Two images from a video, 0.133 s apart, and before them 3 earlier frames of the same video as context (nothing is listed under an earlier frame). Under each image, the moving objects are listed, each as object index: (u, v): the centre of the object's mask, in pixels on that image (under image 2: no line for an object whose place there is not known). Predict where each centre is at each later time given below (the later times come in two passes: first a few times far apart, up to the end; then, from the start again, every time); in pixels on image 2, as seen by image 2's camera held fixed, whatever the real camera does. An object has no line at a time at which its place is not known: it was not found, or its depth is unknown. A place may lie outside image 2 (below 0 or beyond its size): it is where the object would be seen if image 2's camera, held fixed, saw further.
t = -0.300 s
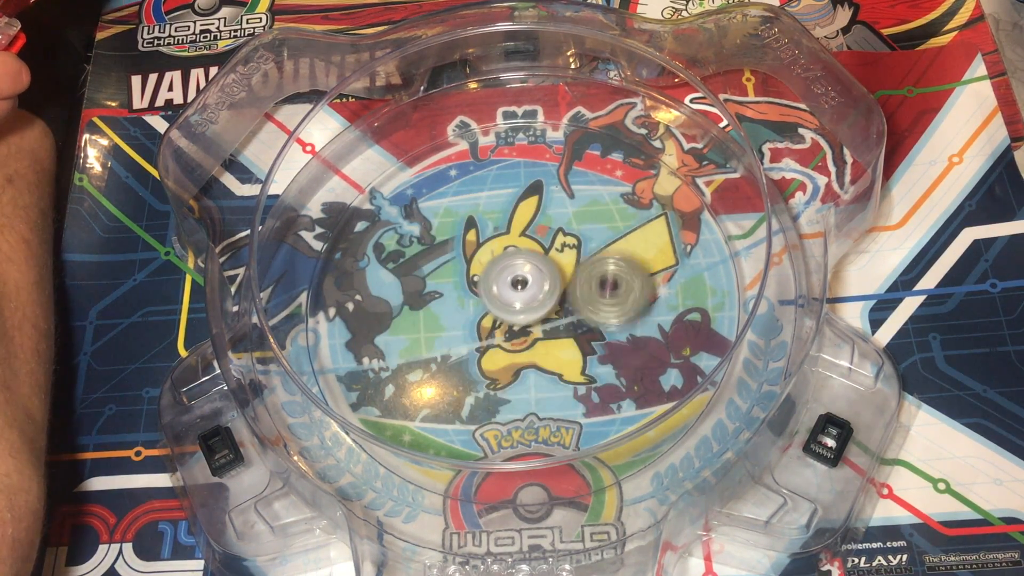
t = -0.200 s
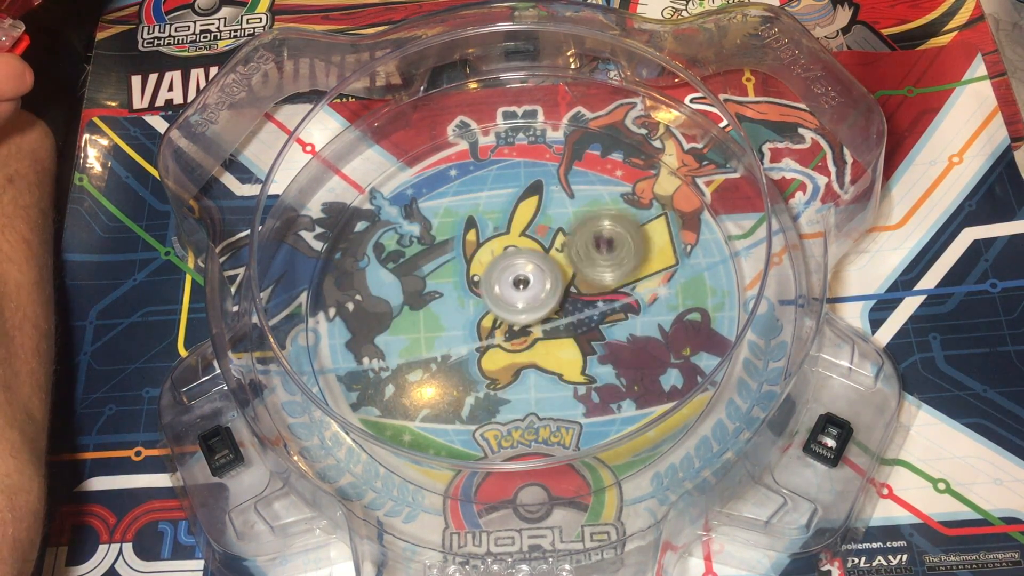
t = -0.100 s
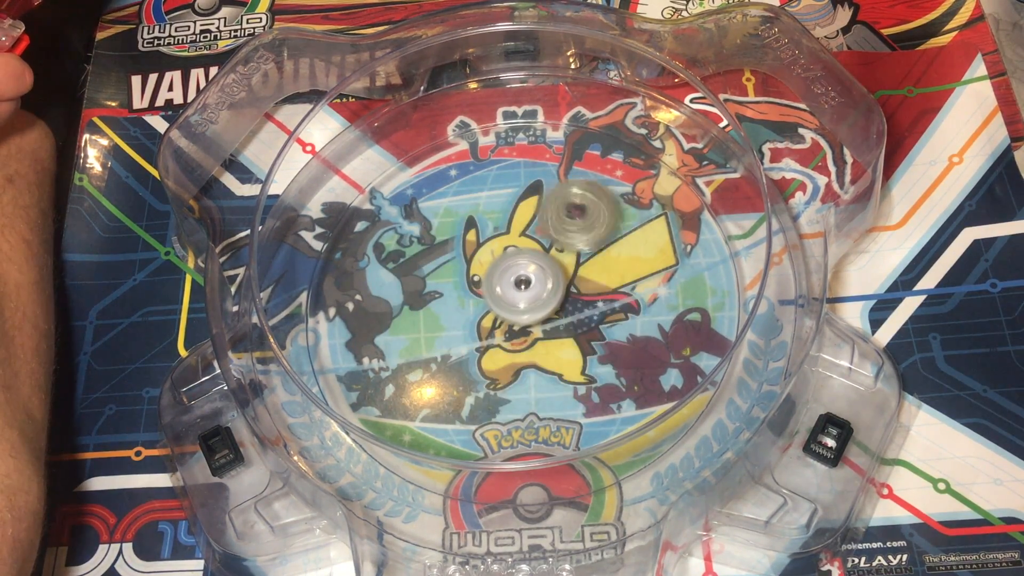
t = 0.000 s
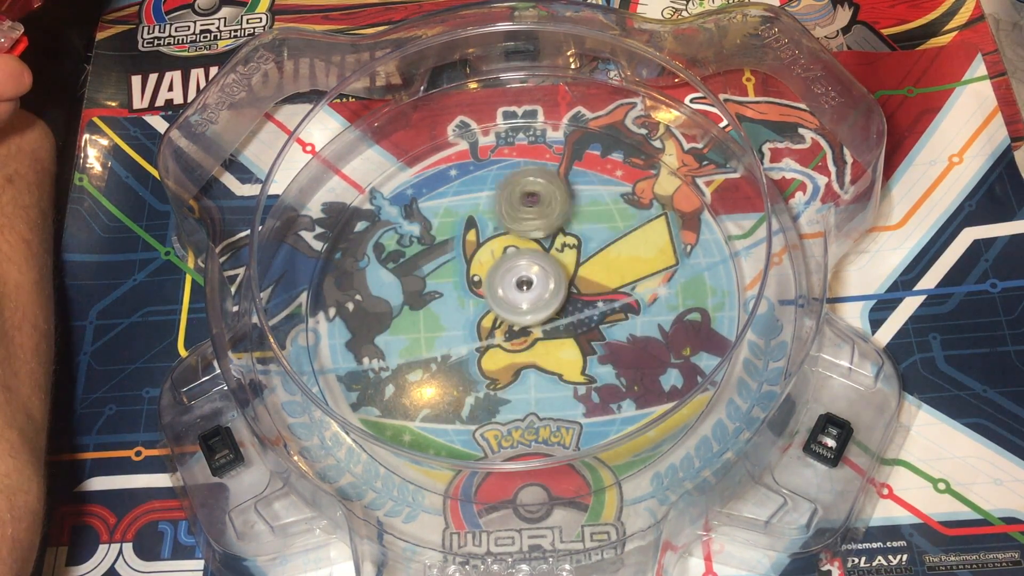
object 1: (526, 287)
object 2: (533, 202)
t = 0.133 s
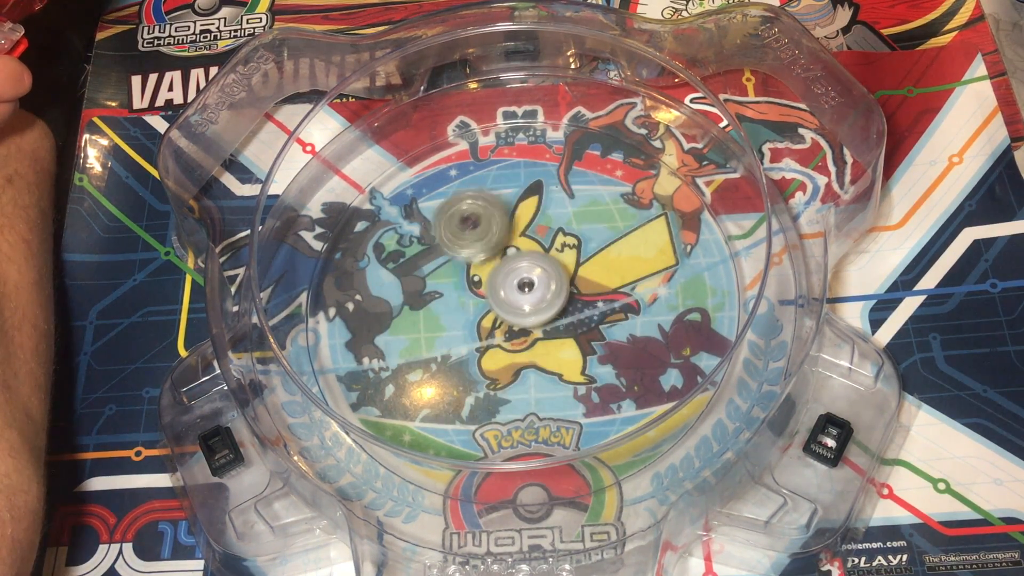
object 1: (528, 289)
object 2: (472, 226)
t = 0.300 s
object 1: (529, 292)
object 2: (442, 295)
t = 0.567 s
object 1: (529, 295)
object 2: (524, 376)
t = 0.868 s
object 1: (525, 295)
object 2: (614, 285)
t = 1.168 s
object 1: (515, 292)
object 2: (511, 213)
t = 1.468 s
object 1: (522, 300)
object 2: (414, 289)
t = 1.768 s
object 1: (567, 271)
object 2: (487, 389)
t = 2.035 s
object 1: (580, 252)
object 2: (588, 347)
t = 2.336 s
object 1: (557, 166)
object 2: (556, 317)
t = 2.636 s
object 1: (526, 203)
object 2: (455, 308)
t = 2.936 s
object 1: (503, 258)
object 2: (484, 336)
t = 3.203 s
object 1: (492, 260)
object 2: (552, 321)
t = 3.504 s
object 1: (464, 261)
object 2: (558, 261)
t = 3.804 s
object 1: (453, 268)
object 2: (540, 279)
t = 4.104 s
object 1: (478, 281)
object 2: (564, 312)
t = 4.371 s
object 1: (497, 291)
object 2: (585, 295)
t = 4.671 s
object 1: (442, 289)
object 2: (610, 275)
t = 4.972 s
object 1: (448, 283)
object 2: (532, 299)
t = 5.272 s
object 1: (473, 279)
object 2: (520, 356)
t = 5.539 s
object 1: (507, 284)
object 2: (552, 348)
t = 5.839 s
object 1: (513, 275)
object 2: (583, 323)
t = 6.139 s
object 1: (497, 253)
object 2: (554, 314)
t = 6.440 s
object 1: (503, 241)
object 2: (510, 328)
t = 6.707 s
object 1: (522, 243)
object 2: (490, 331)
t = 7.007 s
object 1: (536, 254)
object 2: (485, 324)
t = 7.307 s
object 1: (545, 262)
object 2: (482, 323)
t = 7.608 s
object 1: (551, 263)
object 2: (478, 311)
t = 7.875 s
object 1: (559, 266)
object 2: (467, 305)
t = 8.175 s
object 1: (569, 276)
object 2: (479, 292)
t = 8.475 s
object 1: (570, 282)
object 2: (484, 276)
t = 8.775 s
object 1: (581, 298)
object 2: (474, 252)
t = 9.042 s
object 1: (566, 293)
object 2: (493, 255)
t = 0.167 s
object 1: (528, 289)
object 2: (460, 237)
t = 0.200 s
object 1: (529, 290)
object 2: (452, 251)
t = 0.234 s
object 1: (529, 290)
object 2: (445, 266)
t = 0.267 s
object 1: (529, 291)
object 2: (442, 281)
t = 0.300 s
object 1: (529, 292)
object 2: (442, 295)
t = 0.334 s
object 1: (530, 293)
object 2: (445, 312)
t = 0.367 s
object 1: (530, 293)
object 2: (448, 327)
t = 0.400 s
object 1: (530, 294)
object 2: (454, 340)
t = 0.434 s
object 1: (530, 294)
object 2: (465, 353)
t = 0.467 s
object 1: (530, 294)
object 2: (478, 363)
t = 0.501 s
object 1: (530, 295)
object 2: (492, 369)
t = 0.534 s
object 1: (530, 295)
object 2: (506, 374)
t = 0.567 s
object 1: (529, 295)
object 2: (524, 376)
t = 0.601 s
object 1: (529, 295)
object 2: (542, 375)
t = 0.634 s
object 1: (529, 295)
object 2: (558, 370)
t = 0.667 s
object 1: (528, 295)
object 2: (574, 363)
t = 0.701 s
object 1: (528, 295)
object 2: (588, 354)
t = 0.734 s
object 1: (528, 296)
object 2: (599, 342)
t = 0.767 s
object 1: (527, 296)
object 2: (608, 328)
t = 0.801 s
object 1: (526, 296)
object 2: (612, 316)
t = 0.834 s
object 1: (526, 295)
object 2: (615, 299)
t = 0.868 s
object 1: (525, 295)
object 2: (614, 285)
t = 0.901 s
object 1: (524, 295)
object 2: (609, 271)
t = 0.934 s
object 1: (523, 295)
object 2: (603, 256)
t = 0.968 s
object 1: (521, 295)
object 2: (595, 243)
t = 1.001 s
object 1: (520, 294)
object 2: (584, 232)
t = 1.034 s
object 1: (518, 294)
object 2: (573, 225)
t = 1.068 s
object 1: (517, 293)
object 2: (559, 219)
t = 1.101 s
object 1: (517, 293)
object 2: (542, 214)
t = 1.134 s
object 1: (516, 293)
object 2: (527, 212)
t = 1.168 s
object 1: (515, 292)
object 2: (511, 213)
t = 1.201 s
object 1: (514, 292)
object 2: (494, 216)
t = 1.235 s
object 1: (513, 291)
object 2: (480, 221)
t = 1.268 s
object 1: (513, 291)
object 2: (467, 228)
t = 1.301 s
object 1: (514, 291)
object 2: (455, 235)
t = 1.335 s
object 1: (518, 296)
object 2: (440, 243)
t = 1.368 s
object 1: (519, 298)
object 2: (430, 252)
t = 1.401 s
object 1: (520, 299)
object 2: (422, 263)
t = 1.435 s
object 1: (521, 299)
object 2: (418, 276)
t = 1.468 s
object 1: (522, 300)
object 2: (414, 289)
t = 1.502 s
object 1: (523, 299)
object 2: (416, 303)
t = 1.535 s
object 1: (524, 299)
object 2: (421, 317)
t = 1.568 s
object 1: (525, 299)
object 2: (431, 330)
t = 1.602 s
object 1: (526, 299)
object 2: (441, 341)
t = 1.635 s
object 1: (527, 299)
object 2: (453, 350)
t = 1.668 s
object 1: (530, 298)
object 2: (468, 358)
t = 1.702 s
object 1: (545, 288)
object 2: (471, 372)
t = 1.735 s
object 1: (558, 278)
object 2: (477, 382)
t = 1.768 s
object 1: (567, 271)
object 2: (487, 389)
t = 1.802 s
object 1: (572, 267)
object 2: (498, 395)
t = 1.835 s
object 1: (574, 264)
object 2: (513, 397)
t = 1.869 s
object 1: (576, 261)
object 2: (527, 396)
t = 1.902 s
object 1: (577, 258)
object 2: (544, 393)
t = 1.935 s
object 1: (578, 256)
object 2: (557, 386)
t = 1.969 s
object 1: (579, 255)
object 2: (572, 373)
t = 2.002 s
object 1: (579, 253)
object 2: (581, 361)
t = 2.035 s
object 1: (580, 252)
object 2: (588, 347)
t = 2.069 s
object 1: (580, 251)
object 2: (593, 332)
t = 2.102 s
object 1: (581, 241)
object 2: (592, 328)
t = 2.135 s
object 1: (580, 216)
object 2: (589, 336)
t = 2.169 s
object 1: (578, 196)
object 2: (585, 341)
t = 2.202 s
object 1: (574, 180)
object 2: (580, 340)
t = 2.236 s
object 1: (570, 171)
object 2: (576, 336)
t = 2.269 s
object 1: (566, 167)
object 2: (571, 329)
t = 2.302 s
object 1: (561, 166)
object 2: (564, 323)
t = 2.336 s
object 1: (557, 166)
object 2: (556, 317)
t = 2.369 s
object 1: (553, 168)
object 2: (545, 311)
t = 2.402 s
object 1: (549, 170)
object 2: (534, 306)
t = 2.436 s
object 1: (545, 174)
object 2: (522, 303)
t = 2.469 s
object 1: (541, 178)
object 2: (508, 301)
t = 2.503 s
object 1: (538, 181)
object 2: (495, 300)
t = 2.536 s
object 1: (535, 186)
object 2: (484, 300)
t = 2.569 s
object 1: (532, 192)
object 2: (473, 301)
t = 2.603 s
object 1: (529, 197)
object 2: (463, 304)
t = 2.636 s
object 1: (526, 203)
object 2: (455, 308)
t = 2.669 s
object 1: (523, 210)
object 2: (449, 313)
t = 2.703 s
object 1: (520, 216)
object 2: (445, 318)
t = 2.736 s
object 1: (516, 224)
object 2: (443, 323)
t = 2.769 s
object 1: (514, 231)
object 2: (445, 328)
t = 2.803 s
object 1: (511, 238)
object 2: (449, 332)
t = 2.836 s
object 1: (508, 246)
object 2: (456, 334)
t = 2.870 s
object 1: (504, 253)
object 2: (466, 334)
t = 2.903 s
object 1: (502, 259)
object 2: (476, 333)
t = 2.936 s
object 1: (503, 258)
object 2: (484, 336)
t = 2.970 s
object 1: (504, 258)
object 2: (494, 337)
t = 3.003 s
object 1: (503, 261)
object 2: (503, 336)
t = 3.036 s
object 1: (503, 257)
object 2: (511, 339)
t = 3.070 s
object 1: (502, 255)
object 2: (520, 339)
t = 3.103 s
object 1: (500, 256)
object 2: (530, 338)
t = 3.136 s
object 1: (498, 257)
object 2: (539, 334)
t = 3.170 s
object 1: (494, 259)
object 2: (547, 329)
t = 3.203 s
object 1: (492, 260)
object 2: (552, 321)
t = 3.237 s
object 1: (489, 261)
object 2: (556, 312)
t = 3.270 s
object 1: (486, 261)
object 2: (560, 304)
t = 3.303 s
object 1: (482, 260)
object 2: (564, 298)
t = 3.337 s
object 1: (480, 260)
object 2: (566, 290)
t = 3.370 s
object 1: (478, 261)
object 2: (565, 282)
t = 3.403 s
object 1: (476, 262)
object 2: (562, 276)
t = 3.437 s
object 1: (470, 261)
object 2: (562, 270)
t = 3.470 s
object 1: (466, 260)
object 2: (561, 264)
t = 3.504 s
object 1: (464, 261)
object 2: (558, 261)
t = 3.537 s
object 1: (462, 261)
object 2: (553, 258)
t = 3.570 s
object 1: (461, 262)
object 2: (547, 257)
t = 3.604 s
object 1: (457, 262)
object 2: (544, 257)
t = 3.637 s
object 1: (455, 263)
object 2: (542, 259)
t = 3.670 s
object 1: (453, 264)
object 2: (540, 261)
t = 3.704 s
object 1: (452, 265)
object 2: (540, 264)
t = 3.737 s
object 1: (451, 266)
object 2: (539, 268)
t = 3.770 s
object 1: (452, 267)
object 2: (539, 273)
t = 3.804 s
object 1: (453, 268)
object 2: (540, 279)
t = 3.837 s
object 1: (454, 269)
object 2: (540, 285)
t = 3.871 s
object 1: (455, 270)
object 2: (541, 290)
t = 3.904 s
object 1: (458, 272)
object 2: (543, 294)
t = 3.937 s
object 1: (461, 274)
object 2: (545, 299)
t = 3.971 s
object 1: (464, 275)
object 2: (548, 303)
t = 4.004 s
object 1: (468, 277)
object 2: (551, 306)
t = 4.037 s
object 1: (472, 279)
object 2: (555, 308)
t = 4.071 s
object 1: (477, 281)
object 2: (558, 310)
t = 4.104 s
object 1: (478, 281)
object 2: (564, 312)
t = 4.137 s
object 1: (479, 280)
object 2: (572, 314)
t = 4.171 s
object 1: (482, 281)
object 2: (579, 315)
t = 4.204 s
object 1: (484, 282)
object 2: (585, 314)
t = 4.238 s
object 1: (487, 284)
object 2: (589, 311)
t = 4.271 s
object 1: (490, 286)
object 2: (591, 308)
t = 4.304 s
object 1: (493, 287)
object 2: (591, 304)
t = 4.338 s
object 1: (496, 289)
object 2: (588, 299)
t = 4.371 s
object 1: (497, 291)
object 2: (585, 295)
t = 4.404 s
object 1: (494, 292)
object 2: (584, 291)
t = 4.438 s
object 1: (491, 293)
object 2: (579, 288)
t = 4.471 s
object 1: (478, 292)
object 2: (585, 286)
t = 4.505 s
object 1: (465, 290)
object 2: (593, 287)
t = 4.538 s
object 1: (455, 288)
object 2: (600, 286)
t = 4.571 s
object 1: (449, 288)
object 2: (607, 283)
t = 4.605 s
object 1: (447, 288)
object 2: (610, 280)
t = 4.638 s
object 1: (444, 288)
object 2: (612, 277)
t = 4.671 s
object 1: (442, 289)
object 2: (610, 275)
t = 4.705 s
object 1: (441, 289)
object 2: (606, 273)
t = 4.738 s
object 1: (440, 288)
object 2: (600, 272)
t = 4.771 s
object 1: (440, 288)
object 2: (590, 272)
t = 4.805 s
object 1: (440, 287)
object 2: (582, 274)
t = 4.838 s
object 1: (440, 286)
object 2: (571, 277)
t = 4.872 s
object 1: (442, 285)
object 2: (561, 281)
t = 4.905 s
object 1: (443, 285)
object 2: (550, 286)
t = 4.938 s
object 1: (446, 284)
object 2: (539, 293)
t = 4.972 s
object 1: (448, 283)
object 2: (532, 299)
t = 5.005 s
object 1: (446, 279)
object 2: (530, 306)
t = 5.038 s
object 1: (446, 277)
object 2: (525, 315)
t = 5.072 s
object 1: (449, 276)
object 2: (521, 322)
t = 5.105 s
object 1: (452, 276)
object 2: (519, 330)
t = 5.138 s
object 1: (456, 276)
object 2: (517, 337)
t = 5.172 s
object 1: (460, 276)
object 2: (515, 344)
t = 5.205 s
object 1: (464, 277)
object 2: (516, 351)
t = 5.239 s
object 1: (468, 277)
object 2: (518, 354)
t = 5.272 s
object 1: (473, 279)
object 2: (520, 356)
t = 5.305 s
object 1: (478, 281)
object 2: (522, 356)
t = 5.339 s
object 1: (483, 282)
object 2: (525, 355)
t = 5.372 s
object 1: (489, 284)
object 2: (528, 353)
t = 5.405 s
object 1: (492, 283)
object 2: (532, 353)
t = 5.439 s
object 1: (495, 280)
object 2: (537, 354)
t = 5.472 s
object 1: (500, 280)
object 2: (543, 354)
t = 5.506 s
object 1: (504, 282)
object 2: (548, 351)
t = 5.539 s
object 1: (507, 284)
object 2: (552, 348)
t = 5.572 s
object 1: (510, 282)
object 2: (558, 347)
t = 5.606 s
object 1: (512, 282)
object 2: (563, 344)
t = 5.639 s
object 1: (513, 281)
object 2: (568, 341)
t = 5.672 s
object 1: (515, 281)
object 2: (571, 337)
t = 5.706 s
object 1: (514, 277)
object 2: (577, 337)
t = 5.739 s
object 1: (514, 274)
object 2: (582, 335)
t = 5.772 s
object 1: (513, 274)
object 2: (584, 333)
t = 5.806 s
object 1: (513, 274)
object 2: (584, 328)
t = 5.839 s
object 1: (513, 275)
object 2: (583, 323)
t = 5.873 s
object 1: (511, 273)
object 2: (581, 318)
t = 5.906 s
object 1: (507, 268)
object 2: (580, 317)
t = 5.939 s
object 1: (506, 266)
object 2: (577, 314)
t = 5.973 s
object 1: (505, 265)
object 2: (572, 311)
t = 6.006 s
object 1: (501, 262)
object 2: (571, 312)
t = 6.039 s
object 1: (499, 257)
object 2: (567, 313)
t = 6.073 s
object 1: (498, 256)
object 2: (564, 313)
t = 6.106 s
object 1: (497, 255)
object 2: (559, 313)
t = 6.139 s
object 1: (497, 253)
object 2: (554, 314)
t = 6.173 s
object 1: (497, 251)
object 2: (549, 314)
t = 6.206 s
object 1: (496, 250)
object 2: (542, 313)
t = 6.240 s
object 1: (496, 246)
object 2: (538, 316)
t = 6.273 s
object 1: (497, 243)
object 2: (534, 319)
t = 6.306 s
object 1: (498, 242)
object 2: (528, 321)
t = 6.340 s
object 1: (499, 241)
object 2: (521, 324)
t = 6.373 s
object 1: (500, 241)
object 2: (517, 327)
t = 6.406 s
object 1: (501, 241)
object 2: (514, 328)
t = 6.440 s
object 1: (503, 241)
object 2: (510, 328)
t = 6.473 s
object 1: (505, 242)
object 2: (506, 329)
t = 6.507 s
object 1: (506, 244)
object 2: (503, 329)
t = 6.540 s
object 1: (508, 246)
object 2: (501, 329)
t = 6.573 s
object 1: (510, 248)
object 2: (499, 327)
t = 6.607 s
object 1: (511, 250)
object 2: (497, 326)
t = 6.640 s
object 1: (515, 248)
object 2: (494, 329)
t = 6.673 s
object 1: (519, 244)
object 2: (491, 331)
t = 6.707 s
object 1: (522, 243)
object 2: (490, 331)
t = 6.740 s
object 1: (523, 246)
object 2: (488, 330)
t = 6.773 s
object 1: (523, 249)
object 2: (487, 329)
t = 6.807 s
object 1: (524, 251)
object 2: (488, 327)
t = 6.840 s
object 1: (524, 253)
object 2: (489, 324)
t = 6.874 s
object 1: (529, 251)
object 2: (486, 326)
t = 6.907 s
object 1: (534, 248)
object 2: (484, 327)
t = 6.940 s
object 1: (537, 248)
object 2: (485, 326)
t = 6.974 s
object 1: (537, 251)
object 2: (484, 325)
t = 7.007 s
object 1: (536, 254)
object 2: (485, 324)
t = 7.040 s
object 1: (536, 256)
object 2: (486, 321)
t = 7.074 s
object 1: (542, 253)
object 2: (482, 323)
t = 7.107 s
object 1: (547, 251)
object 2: (477, 325)
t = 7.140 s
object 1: (550, 252)
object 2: (477, 327)
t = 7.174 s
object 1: (549, 254)
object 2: (476, 327)
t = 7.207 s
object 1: (548, 256)
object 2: (476, 327)
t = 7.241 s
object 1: (547, 258)
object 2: (477, 326)
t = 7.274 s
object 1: (547, 259)
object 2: (479, 326)
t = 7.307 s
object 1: (545, 262)
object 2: (482, 323)
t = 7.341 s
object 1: (545, 263)
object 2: (484, 320)
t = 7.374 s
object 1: (550, 260)
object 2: (482, 320)
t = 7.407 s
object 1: (552, 260)
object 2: (480, 319)
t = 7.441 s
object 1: (552, 262)
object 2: (481, 318)
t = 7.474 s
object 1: (550, 262)
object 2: (482, 315)
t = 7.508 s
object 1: (550, 261)
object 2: (481, 314)
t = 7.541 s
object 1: (553, 262)
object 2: (478, 313)
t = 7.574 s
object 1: (553, 263)
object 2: (477, 312)
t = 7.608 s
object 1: (551, 263)
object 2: (478, 311)
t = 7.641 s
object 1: (550, 263)
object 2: (478, 309)
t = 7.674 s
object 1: (552, 263)
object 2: (477, 308)
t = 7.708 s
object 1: (552, 264)
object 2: (477, 307)
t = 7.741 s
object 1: (552, 265)
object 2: (477, 306)
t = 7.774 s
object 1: (556, 265)
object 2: (473, 305)
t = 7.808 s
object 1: (559, 265)
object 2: (469, 306)
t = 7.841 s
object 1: (560, 266)
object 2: (467, 306)
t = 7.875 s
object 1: (559, 266)
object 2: (467, 305)
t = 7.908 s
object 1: (560, 267)
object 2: (468, 305)
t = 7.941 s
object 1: (560, 268)
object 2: (469, 304)
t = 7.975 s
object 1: (559, 269)
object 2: (472, 303)
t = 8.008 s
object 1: (559, 270)
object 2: (476, 302)
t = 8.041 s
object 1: (561, 271)
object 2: (478, 300)
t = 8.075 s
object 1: (567, 272)
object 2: (476, 298)
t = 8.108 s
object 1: (570, 273)
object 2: (476, 296)
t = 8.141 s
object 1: (569, 275)
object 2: (477, 295)
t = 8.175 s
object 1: (569, 276)
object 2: (479, 292)
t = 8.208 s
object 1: (567, 276)
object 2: (482, 290)
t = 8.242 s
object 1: (572, 278)
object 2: (480, 287)
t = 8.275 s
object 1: (578, 278)
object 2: (477, 285)
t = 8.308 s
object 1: (578, 279)
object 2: (476, 282)
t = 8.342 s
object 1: (577, 281)
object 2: (475, 281)
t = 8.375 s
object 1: (576, 281)
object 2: (476, 279)
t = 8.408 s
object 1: (574, 281)
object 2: (477, 278)
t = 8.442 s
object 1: (574, 282)
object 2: (480, 277)
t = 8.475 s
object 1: (570, 282)
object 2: (484, 276)
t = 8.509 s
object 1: (570, 283)
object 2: (486, 275)
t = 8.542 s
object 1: (573, 284)
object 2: (485, 272)
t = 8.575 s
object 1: (575, 286)
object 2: (486, 271)
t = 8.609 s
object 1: (574, 286)
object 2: (490, 270)
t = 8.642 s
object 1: (578, 291)
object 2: (486, 265)
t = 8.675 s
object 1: (585, 294)
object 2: (481, 262)
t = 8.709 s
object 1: (585, 298)
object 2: (478, 258)
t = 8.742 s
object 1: (583, 299)
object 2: (475, 256)
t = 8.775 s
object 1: (581, 298)
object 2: (474, 252)
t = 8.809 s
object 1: (580, 298)
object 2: (473, 251)
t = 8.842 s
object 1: (579, 298)
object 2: (473, 250)
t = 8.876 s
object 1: (577, 298)
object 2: (474, 250)
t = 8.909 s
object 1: (574, 297)
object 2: (476, 251)
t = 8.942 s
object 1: (572, 296)
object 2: (481, 251)
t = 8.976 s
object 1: (570, 295)
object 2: (485, 253)
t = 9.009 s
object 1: (567, 294)
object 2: (491, 255)
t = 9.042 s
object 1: (566, 293)
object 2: (493, 255)
